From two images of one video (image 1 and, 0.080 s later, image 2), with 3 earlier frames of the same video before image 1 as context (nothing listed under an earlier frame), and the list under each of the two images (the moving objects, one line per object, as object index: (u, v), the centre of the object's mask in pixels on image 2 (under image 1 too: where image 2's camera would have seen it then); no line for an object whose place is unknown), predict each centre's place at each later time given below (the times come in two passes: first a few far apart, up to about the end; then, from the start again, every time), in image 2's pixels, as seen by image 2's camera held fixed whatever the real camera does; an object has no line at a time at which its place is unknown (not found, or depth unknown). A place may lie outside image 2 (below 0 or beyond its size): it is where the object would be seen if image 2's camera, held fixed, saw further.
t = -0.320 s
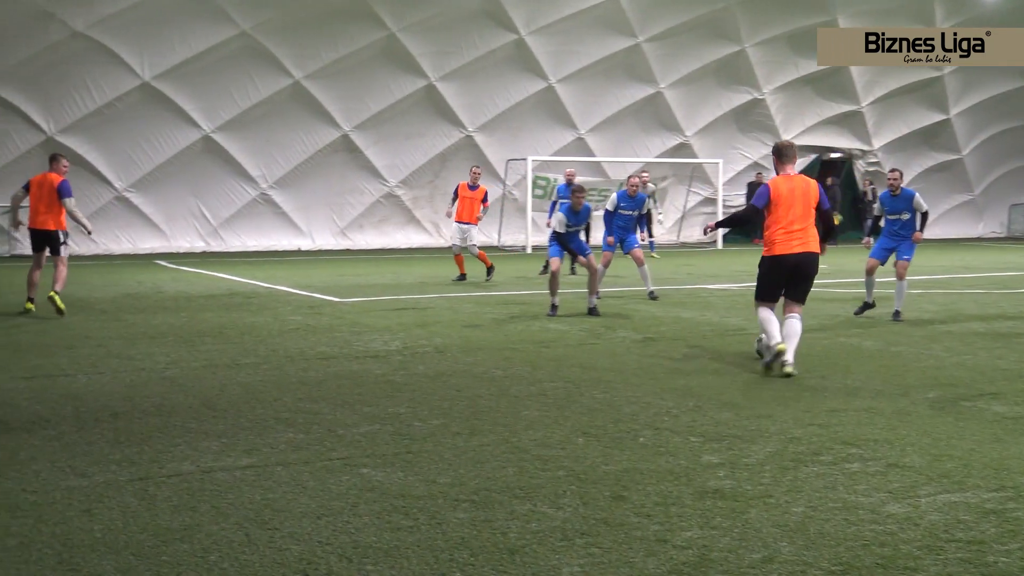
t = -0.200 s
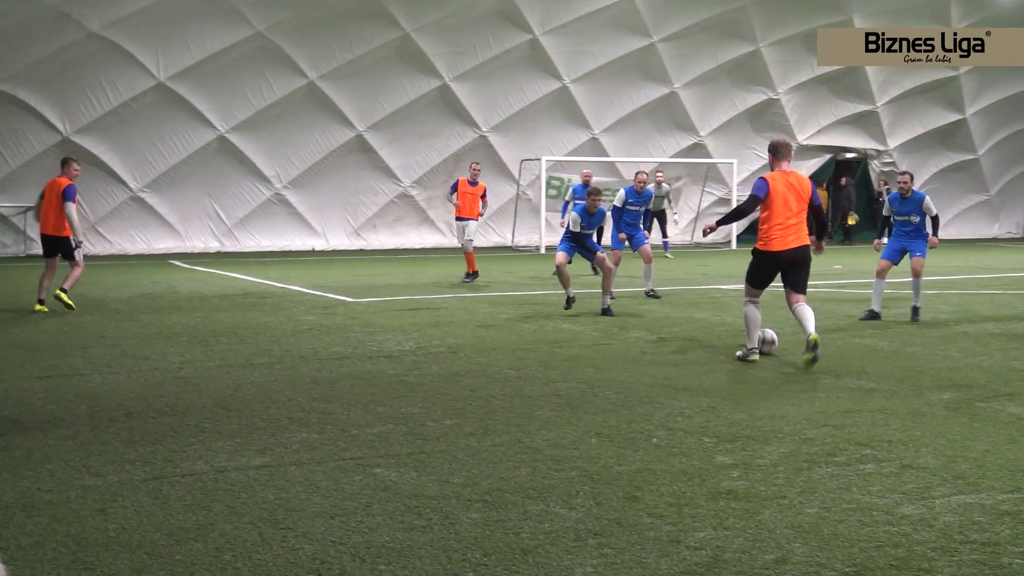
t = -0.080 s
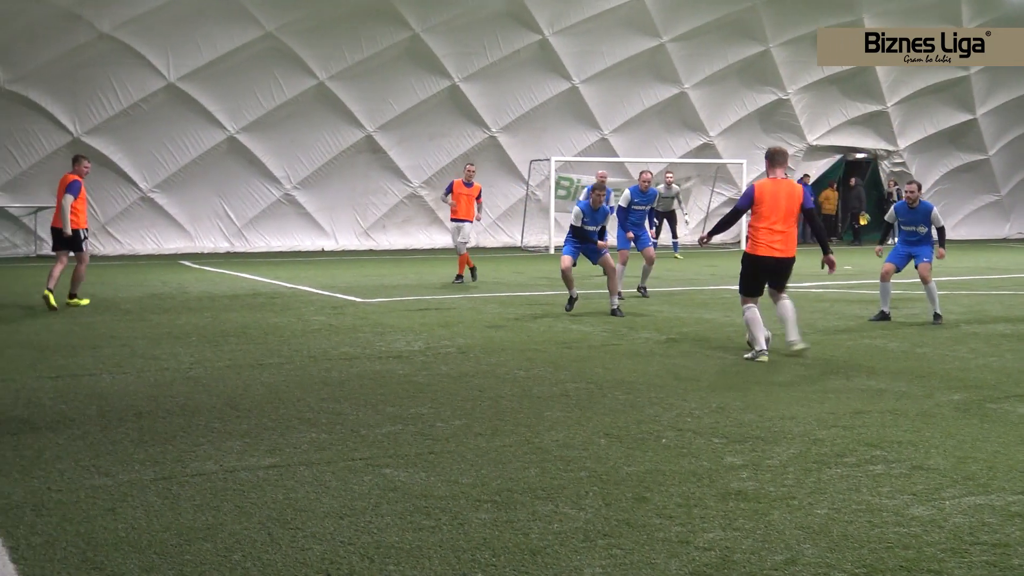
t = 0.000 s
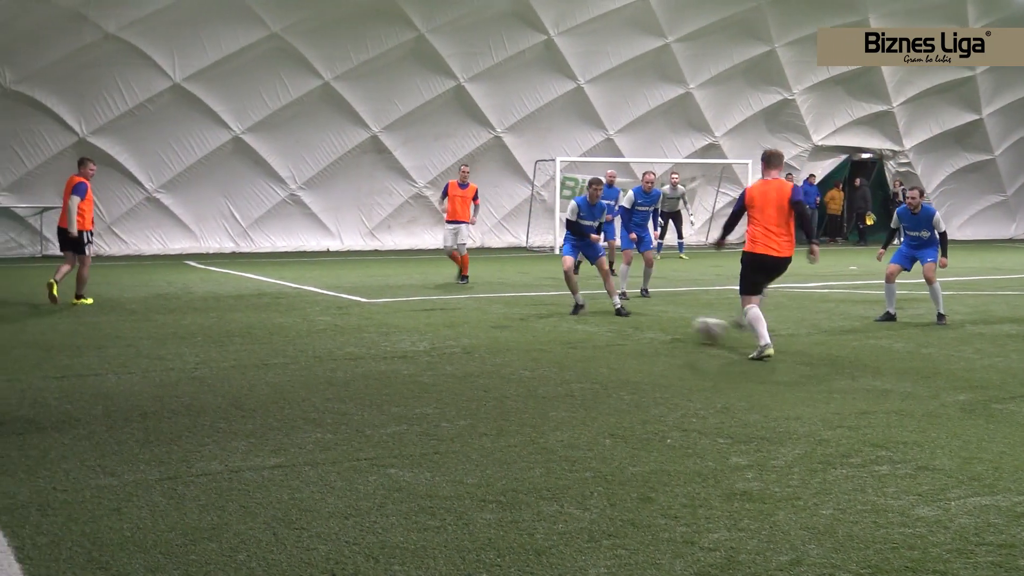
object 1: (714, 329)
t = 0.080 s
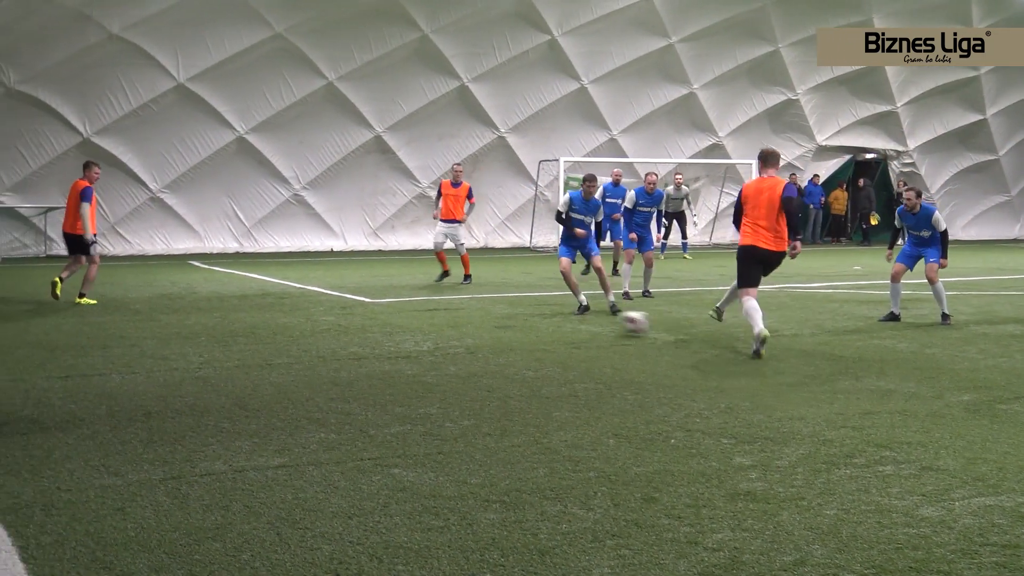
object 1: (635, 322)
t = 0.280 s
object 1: (475, 310)
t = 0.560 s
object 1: (323, 294)
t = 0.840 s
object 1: (221, 288)
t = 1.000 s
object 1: (170, 284)
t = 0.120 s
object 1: (599, 321)
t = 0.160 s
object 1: (563, 319)
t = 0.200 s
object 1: (533, 315)
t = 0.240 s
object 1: (503, 312)
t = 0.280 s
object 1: (475, 310)
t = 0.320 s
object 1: (449, 308)
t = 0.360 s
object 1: (426, 306)
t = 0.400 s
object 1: (401, 304)
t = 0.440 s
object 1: (381, 301)
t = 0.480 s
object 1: (359, 298)
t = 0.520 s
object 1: (341, 297)
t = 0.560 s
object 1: (323, 294)
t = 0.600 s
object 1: (306, 291)
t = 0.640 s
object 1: (291, 291)
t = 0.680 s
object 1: (275, 291)
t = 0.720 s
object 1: (260, 289)
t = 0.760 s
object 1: (247, 288)
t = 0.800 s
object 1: (234, 287)
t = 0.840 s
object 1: (221, 288)
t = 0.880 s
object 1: (207, 287)
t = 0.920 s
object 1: (196, 286)
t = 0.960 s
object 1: (183, 285)
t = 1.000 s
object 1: (170, 284)
